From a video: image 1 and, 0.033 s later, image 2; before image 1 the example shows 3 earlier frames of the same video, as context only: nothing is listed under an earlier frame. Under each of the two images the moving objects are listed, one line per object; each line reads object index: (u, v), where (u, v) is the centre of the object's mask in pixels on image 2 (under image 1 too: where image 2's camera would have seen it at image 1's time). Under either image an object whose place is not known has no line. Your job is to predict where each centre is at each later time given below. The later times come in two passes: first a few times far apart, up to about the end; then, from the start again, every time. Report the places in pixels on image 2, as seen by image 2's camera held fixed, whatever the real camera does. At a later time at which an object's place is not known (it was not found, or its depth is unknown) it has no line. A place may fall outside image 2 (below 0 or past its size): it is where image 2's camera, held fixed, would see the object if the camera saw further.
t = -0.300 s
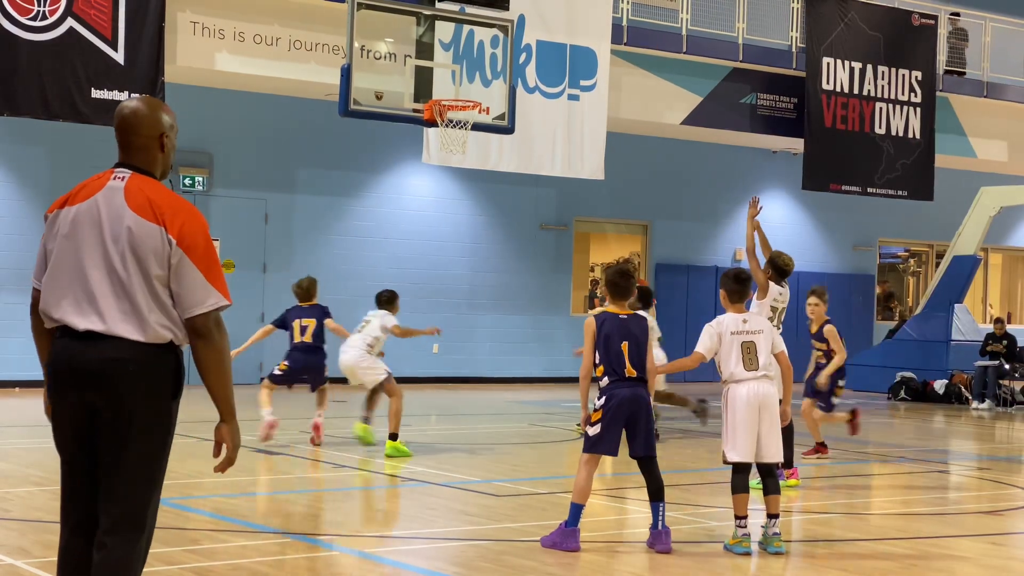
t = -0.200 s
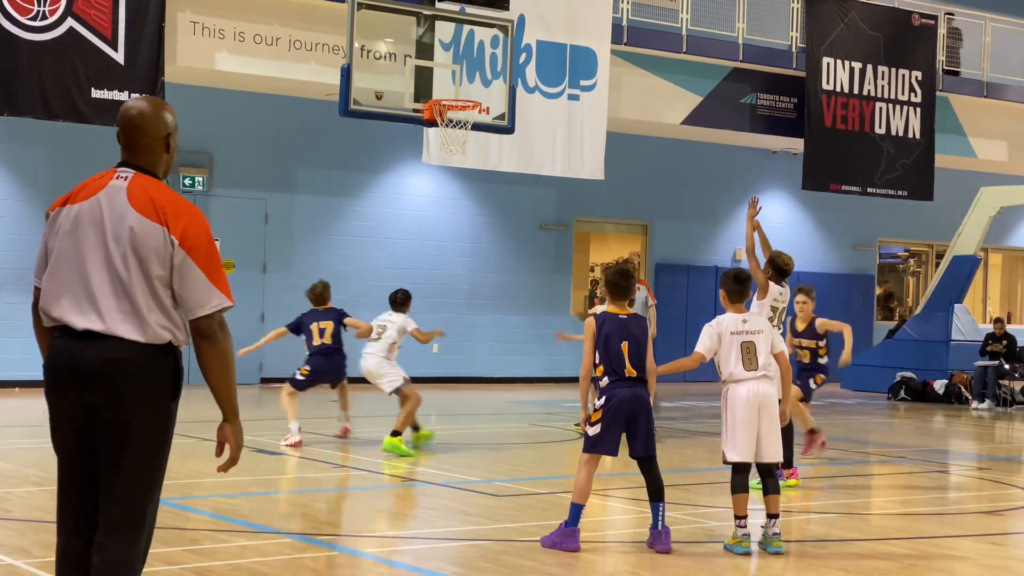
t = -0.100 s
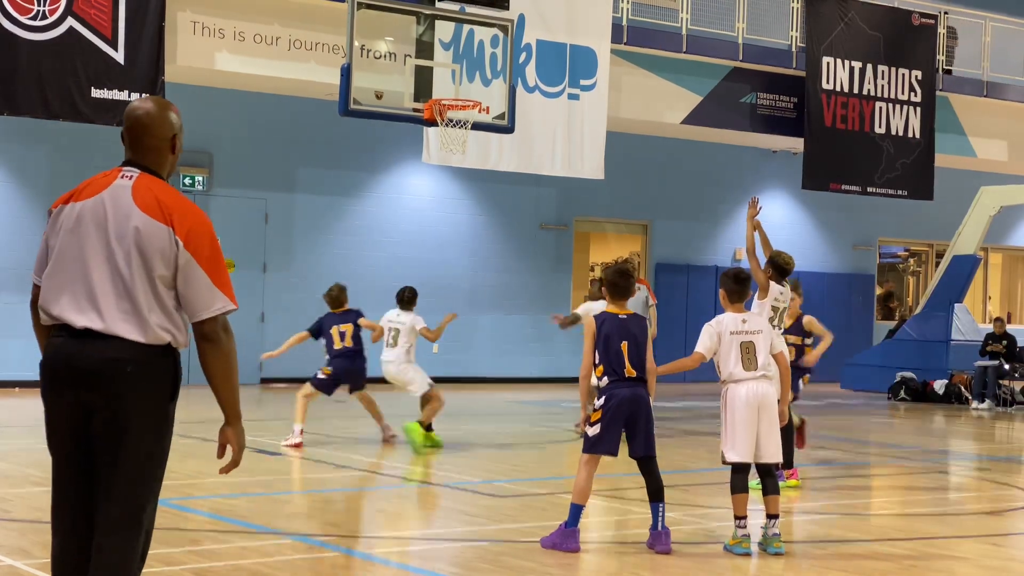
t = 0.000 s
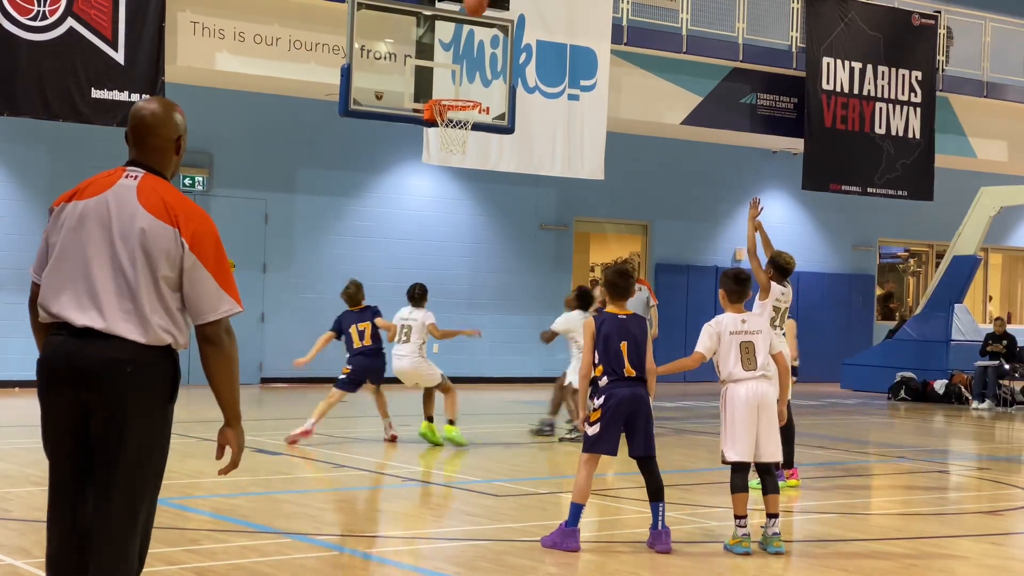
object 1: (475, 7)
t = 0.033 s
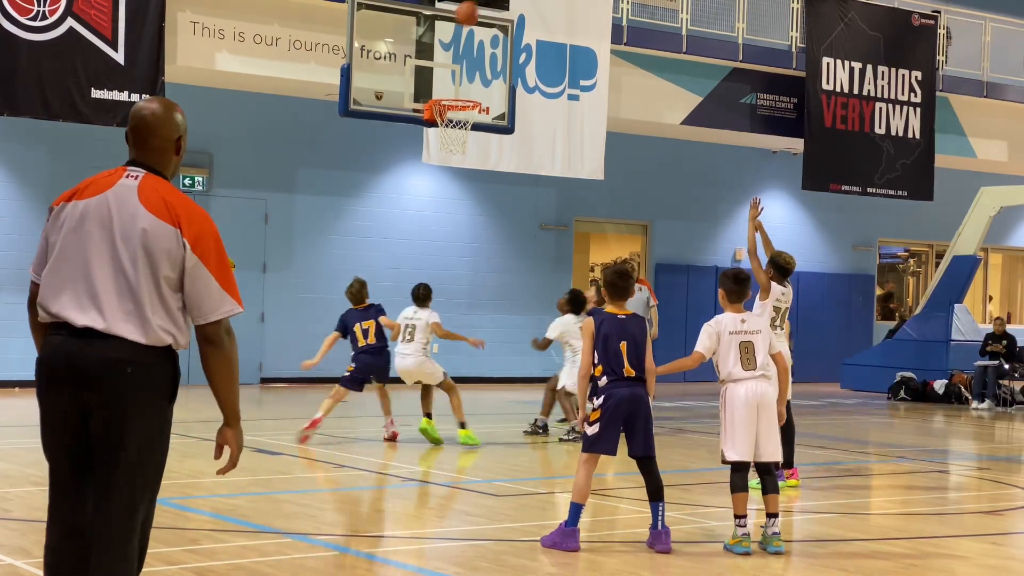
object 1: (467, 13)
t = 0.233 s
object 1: (448, 83)
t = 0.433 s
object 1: (471, 126)
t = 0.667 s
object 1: (467, 155)
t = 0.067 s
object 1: (460, 25)
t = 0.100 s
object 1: (452, 36)
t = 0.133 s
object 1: (444, 49)
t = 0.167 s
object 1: (437, 62)
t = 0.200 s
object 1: (442, 72)
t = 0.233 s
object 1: (448, 83)
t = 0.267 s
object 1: (455, 92)
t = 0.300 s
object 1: (458, 111)
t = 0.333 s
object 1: (467, 121)
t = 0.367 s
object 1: (468, 124)
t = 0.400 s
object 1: (470, 125)
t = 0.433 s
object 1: (471, 126)
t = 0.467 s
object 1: (471, 127)
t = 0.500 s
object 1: (469, 133)
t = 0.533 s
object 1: (469, 134)
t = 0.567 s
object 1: (469, 137)
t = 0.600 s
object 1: (469, 142)
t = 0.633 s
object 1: (468, 148)
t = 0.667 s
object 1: (467, 155)
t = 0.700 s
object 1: (466, 165)
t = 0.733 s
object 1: (466, 174)
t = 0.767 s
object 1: (464, 185)
